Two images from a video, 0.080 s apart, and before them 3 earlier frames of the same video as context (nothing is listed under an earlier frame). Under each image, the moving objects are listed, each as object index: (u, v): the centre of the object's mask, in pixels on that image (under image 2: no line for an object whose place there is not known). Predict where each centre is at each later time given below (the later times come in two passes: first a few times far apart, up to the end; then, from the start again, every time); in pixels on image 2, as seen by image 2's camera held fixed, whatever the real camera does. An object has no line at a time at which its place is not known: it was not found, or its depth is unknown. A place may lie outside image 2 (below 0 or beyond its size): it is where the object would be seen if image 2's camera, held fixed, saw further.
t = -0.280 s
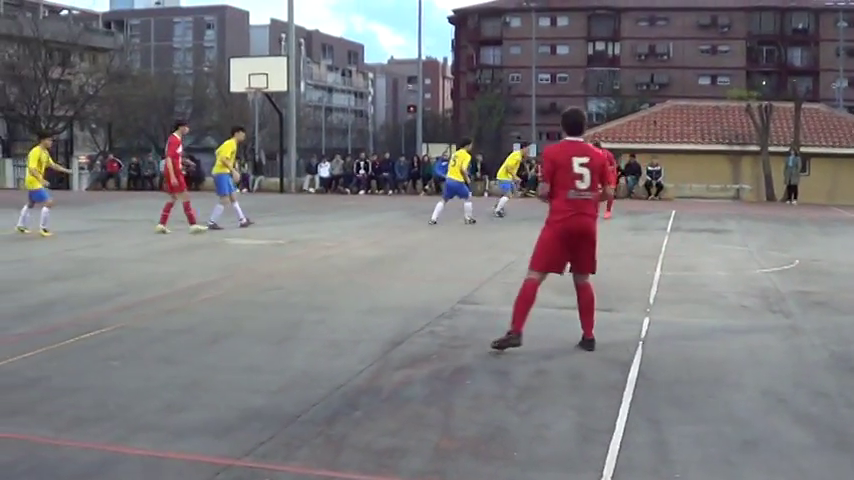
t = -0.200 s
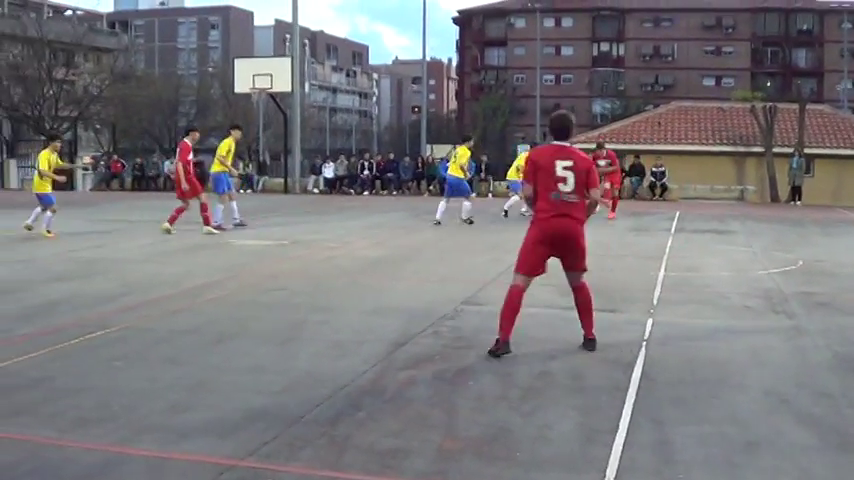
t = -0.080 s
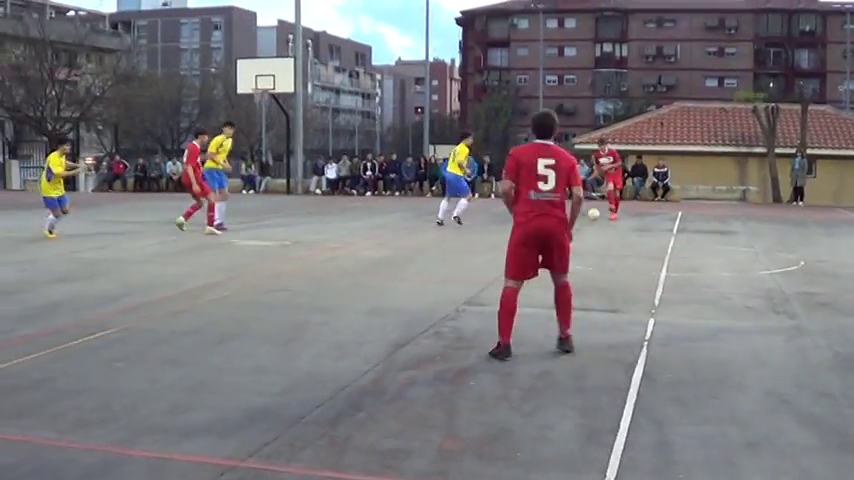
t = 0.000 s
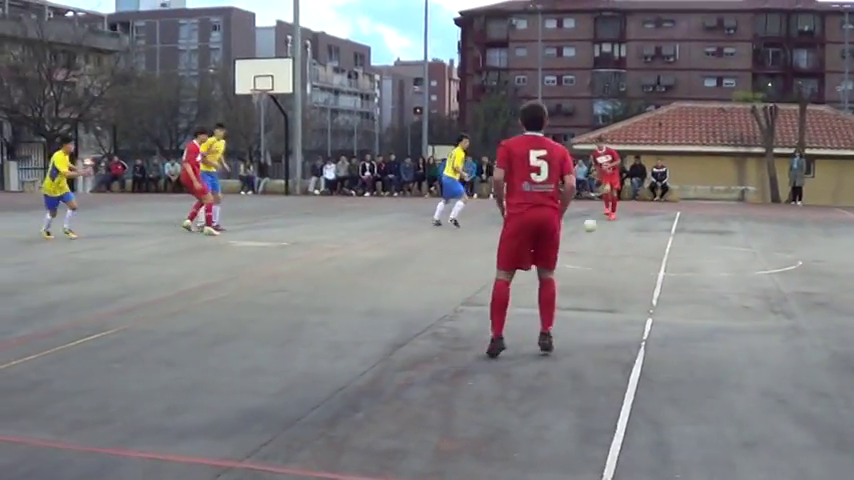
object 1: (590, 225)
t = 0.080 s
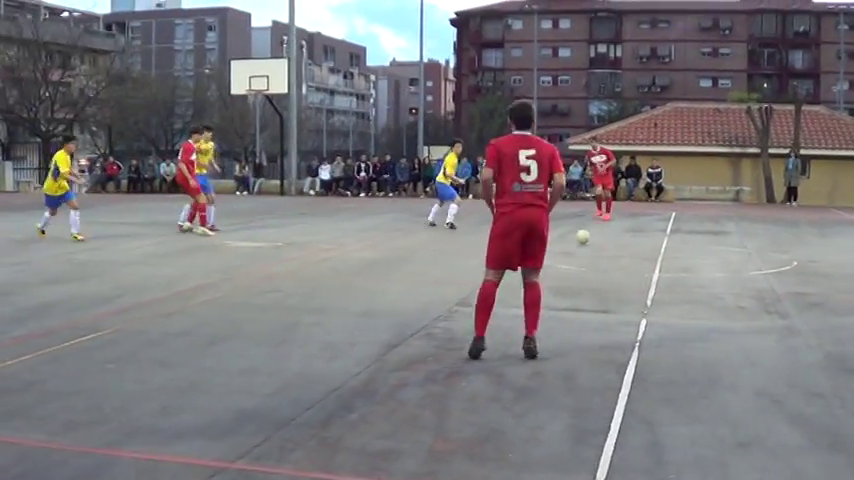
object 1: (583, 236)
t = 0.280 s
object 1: (577, 245)
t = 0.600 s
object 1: (569, 277)
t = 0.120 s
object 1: (582, 236)
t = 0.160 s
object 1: (581, 236)
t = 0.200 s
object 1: (580, 237)
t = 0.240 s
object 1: (579, 241)
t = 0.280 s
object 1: (577, 245)
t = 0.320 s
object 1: (576, 252)
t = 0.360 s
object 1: (575, 258)
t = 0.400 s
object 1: (574, 259)
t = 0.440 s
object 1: (573, 261)
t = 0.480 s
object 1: (572, 265)
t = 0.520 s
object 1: (571, 272)
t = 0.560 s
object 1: (569, 275)
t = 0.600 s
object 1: (569, 277)
